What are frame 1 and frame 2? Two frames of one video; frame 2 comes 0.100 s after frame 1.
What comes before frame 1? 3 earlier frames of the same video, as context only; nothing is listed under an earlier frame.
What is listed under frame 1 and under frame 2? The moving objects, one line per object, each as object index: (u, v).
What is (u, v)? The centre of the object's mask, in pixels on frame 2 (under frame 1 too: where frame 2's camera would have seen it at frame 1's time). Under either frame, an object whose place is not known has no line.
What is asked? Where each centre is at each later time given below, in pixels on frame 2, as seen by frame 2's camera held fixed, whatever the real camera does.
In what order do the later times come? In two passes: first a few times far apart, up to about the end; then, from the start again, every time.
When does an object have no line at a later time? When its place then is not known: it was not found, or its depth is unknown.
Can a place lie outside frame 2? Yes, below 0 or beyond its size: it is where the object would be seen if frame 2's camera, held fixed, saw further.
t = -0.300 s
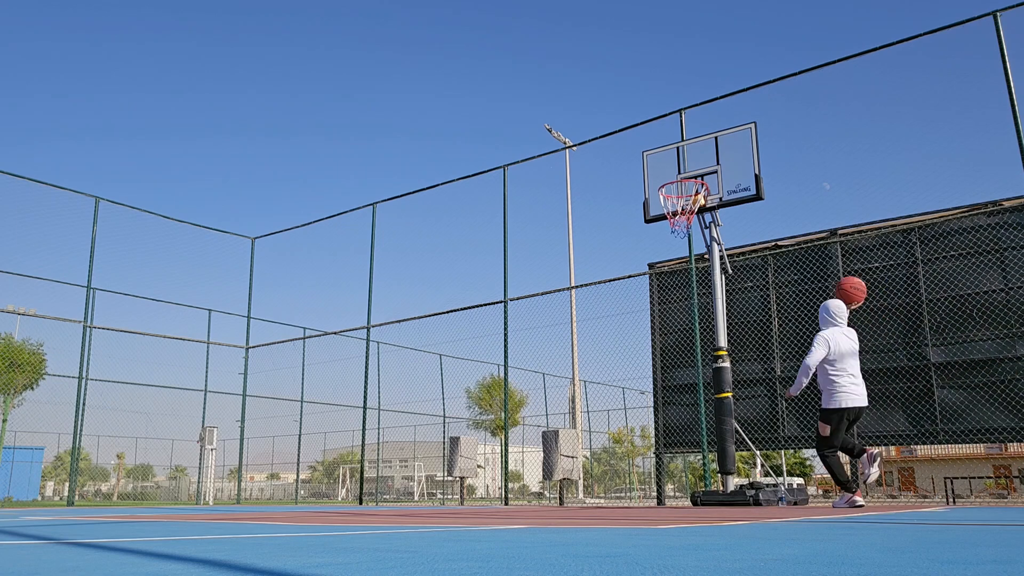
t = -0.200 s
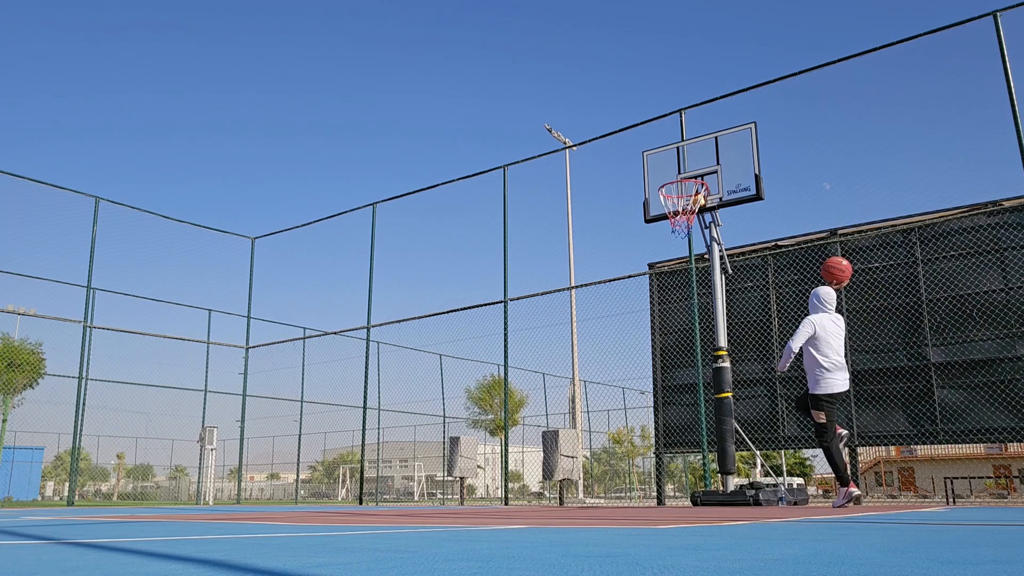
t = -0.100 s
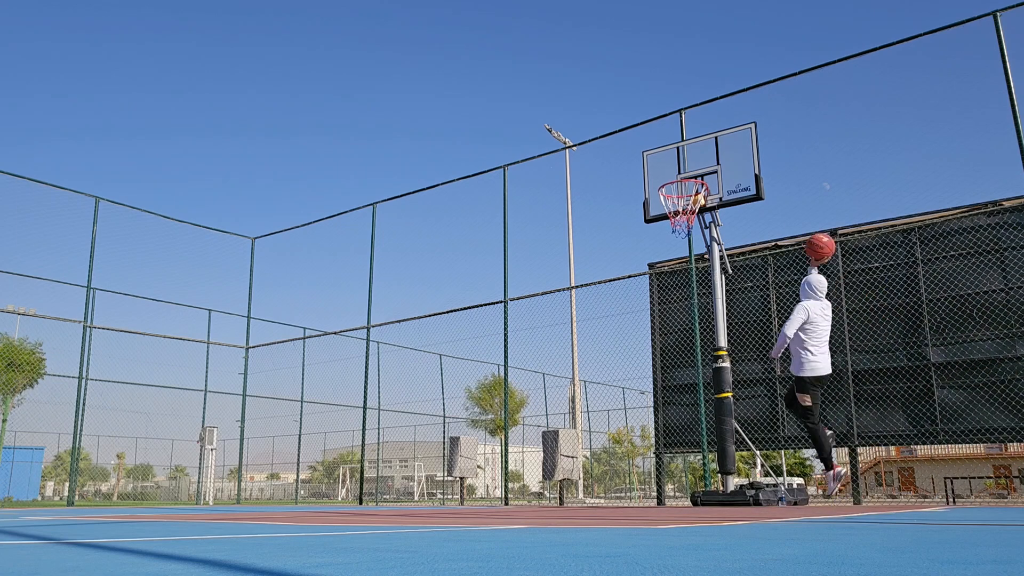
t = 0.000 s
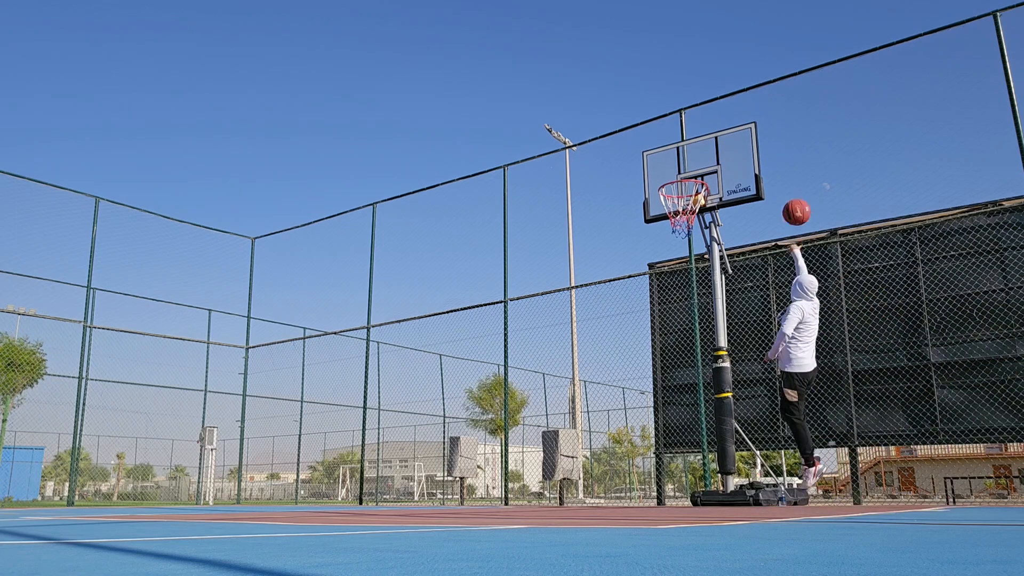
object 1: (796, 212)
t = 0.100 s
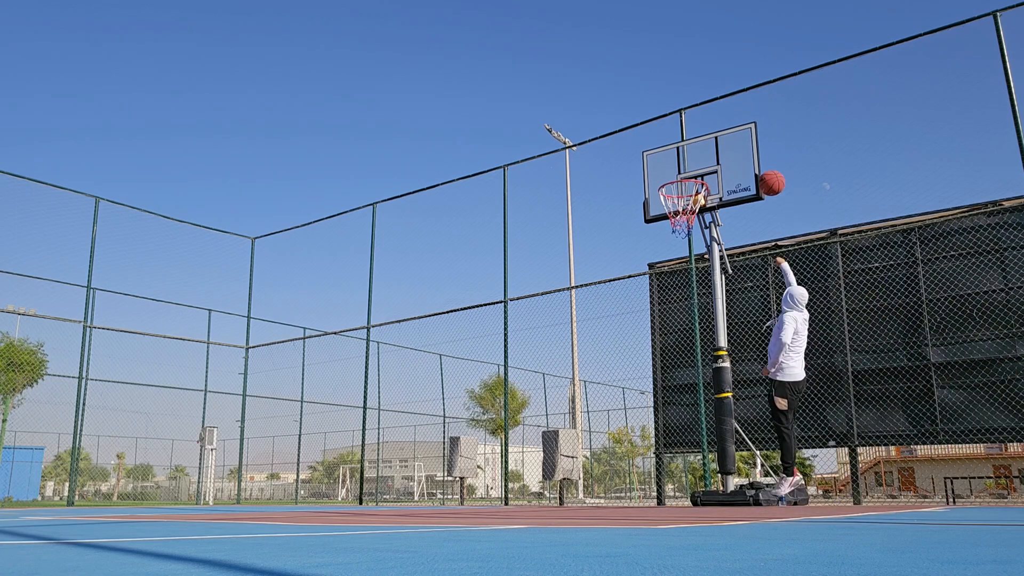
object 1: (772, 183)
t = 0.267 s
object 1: (736, 161)
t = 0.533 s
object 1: (684, 174)
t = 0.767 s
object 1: (683, 222)
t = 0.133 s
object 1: (764, 176)
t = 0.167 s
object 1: (756, 170)
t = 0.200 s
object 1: (749, 166)
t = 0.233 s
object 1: (742, 163)
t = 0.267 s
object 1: (736, 161)
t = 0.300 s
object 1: (729, 159)
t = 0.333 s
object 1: (723, 159)
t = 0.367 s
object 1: (716, 159)
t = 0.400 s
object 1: (710, 161)
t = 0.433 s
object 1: (703, 163)
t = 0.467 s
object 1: (697, 166)
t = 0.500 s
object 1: (690, 170)
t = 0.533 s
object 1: (684, 174)
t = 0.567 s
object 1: (678, 182)
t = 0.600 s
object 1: (672, 189)
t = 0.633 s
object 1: (671, 195)
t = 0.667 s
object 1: (673, 204)
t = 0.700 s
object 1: (676, 210)
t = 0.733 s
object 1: (679, 218)
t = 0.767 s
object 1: (683, 222)
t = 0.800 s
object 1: (686, 228)
